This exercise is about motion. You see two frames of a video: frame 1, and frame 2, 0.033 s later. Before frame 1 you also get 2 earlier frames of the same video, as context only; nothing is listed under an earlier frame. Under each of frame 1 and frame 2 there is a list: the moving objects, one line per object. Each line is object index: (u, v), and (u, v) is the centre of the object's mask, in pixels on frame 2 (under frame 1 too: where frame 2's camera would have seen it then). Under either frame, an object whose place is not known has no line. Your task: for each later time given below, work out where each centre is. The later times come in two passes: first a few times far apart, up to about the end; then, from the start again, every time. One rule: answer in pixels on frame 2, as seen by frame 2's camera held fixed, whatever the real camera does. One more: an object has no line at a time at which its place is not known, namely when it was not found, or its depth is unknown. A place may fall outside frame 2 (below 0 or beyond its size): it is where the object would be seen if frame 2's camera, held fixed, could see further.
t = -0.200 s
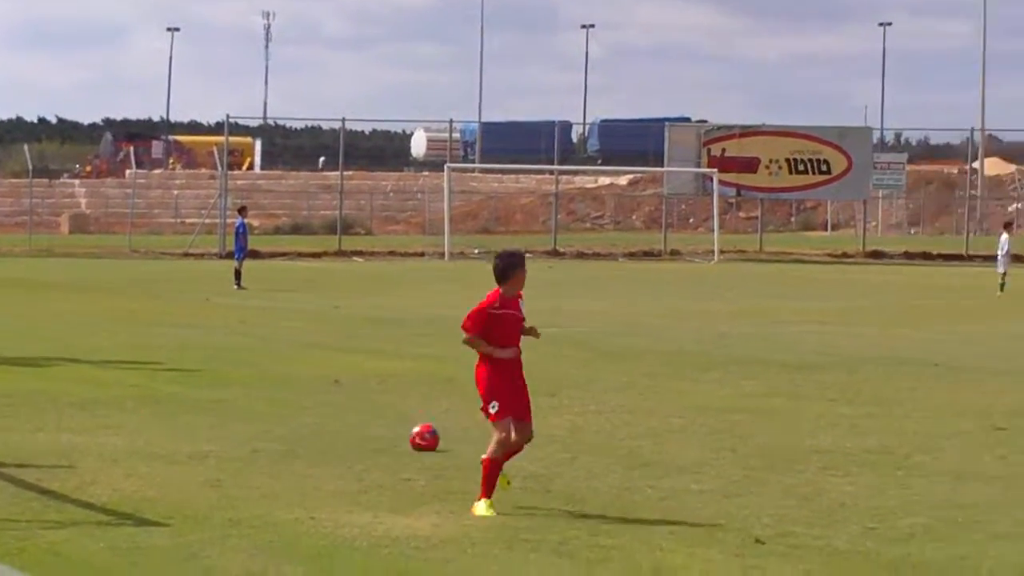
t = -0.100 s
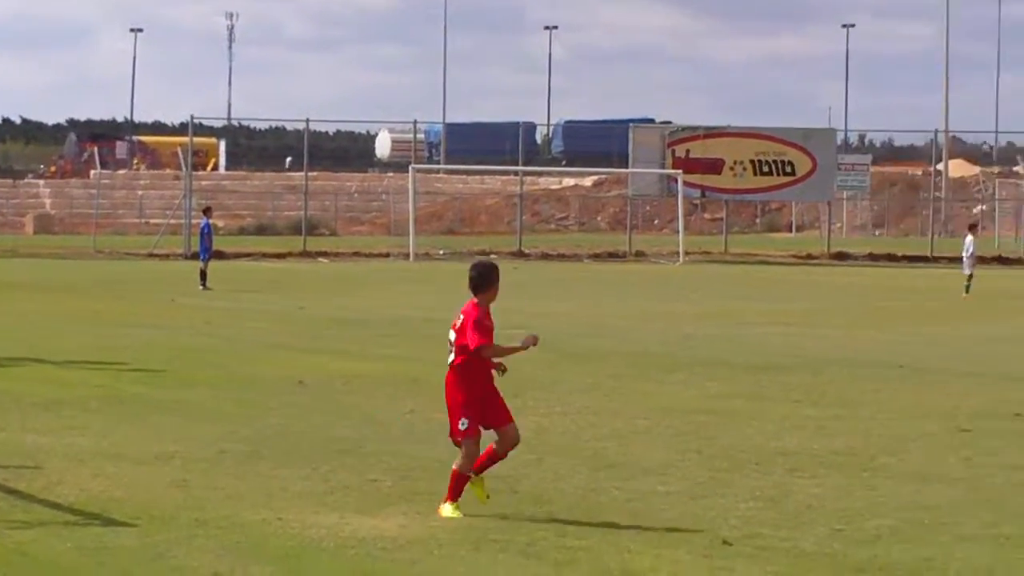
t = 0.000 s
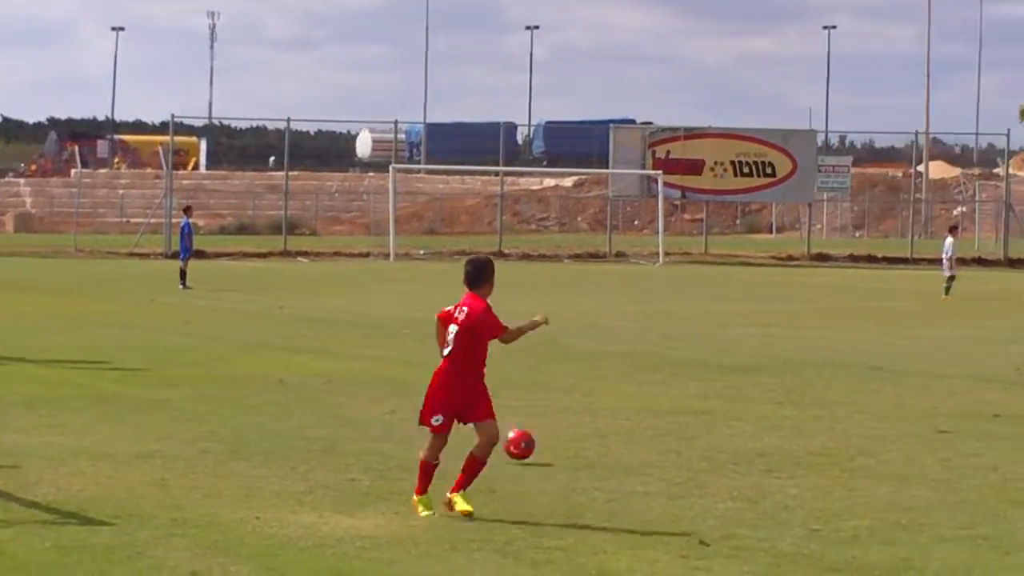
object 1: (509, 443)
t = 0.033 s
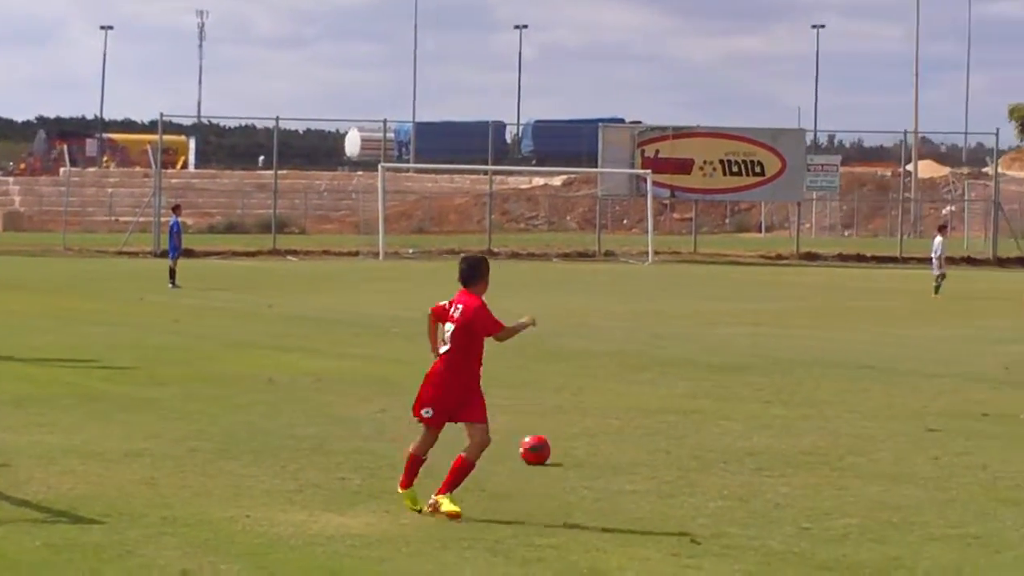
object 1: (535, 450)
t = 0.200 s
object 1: (663, 457)
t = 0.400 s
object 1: (820, 473)
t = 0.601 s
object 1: (981, 487)
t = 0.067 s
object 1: (559, 452)
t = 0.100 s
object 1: (585, 451)
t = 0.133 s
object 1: (609, 450)
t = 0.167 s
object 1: (636, 453)
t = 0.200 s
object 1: (663, 457)
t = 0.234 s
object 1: (689, 463)
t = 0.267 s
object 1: (716, 466)
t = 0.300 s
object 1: (742, 465)
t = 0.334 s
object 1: (768, 466)
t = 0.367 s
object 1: (794, 468)
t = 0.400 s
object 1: (820, 473)
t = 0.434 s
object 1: (847, 477)
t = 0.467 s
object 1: (873, 478)
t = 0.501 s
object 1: (900, 477)
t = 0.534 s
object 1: (928, 481)
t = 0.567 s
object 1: (954, 484)
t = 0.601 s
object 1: (981, 487)
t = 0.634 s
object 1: (1009, 489)
